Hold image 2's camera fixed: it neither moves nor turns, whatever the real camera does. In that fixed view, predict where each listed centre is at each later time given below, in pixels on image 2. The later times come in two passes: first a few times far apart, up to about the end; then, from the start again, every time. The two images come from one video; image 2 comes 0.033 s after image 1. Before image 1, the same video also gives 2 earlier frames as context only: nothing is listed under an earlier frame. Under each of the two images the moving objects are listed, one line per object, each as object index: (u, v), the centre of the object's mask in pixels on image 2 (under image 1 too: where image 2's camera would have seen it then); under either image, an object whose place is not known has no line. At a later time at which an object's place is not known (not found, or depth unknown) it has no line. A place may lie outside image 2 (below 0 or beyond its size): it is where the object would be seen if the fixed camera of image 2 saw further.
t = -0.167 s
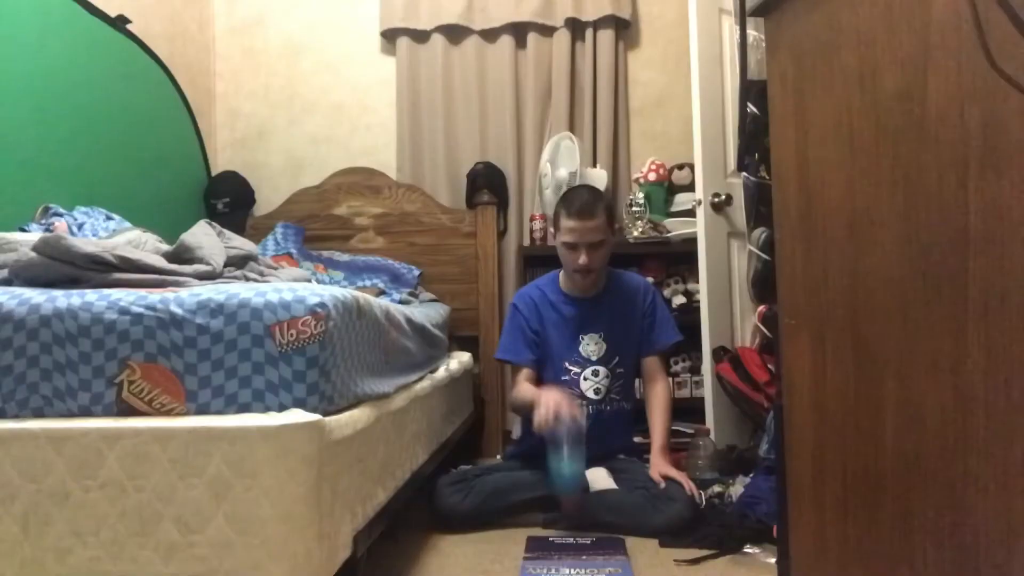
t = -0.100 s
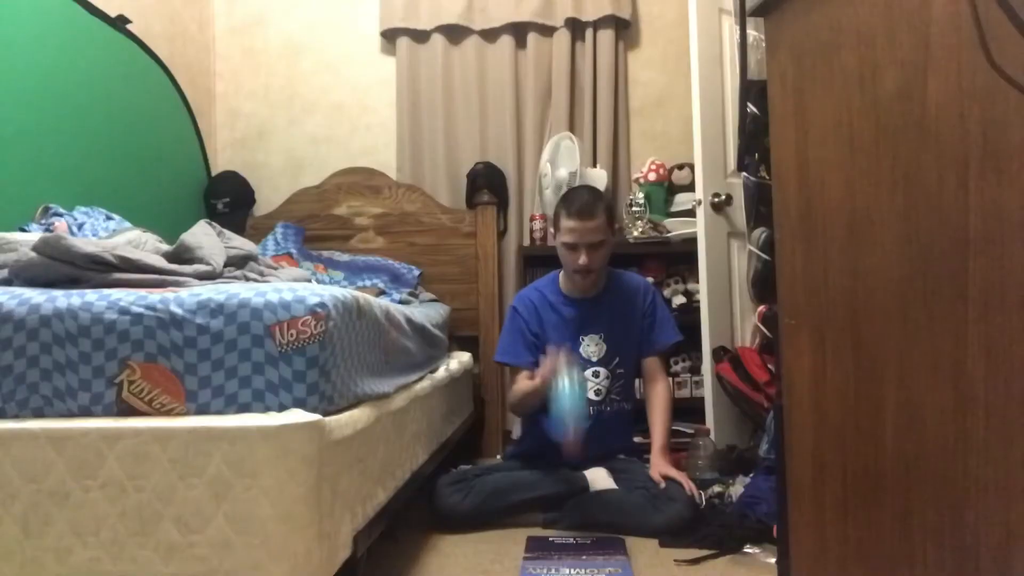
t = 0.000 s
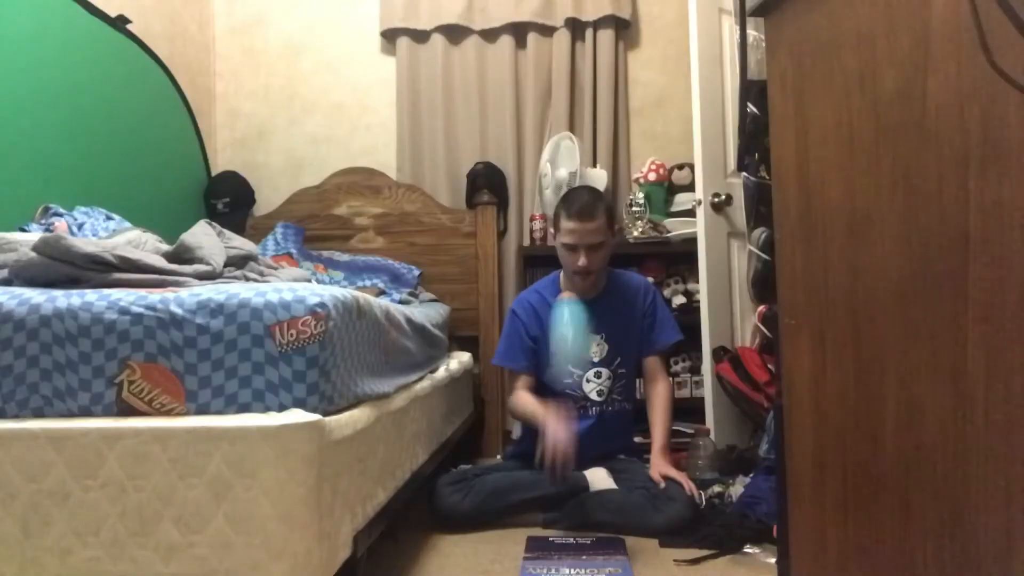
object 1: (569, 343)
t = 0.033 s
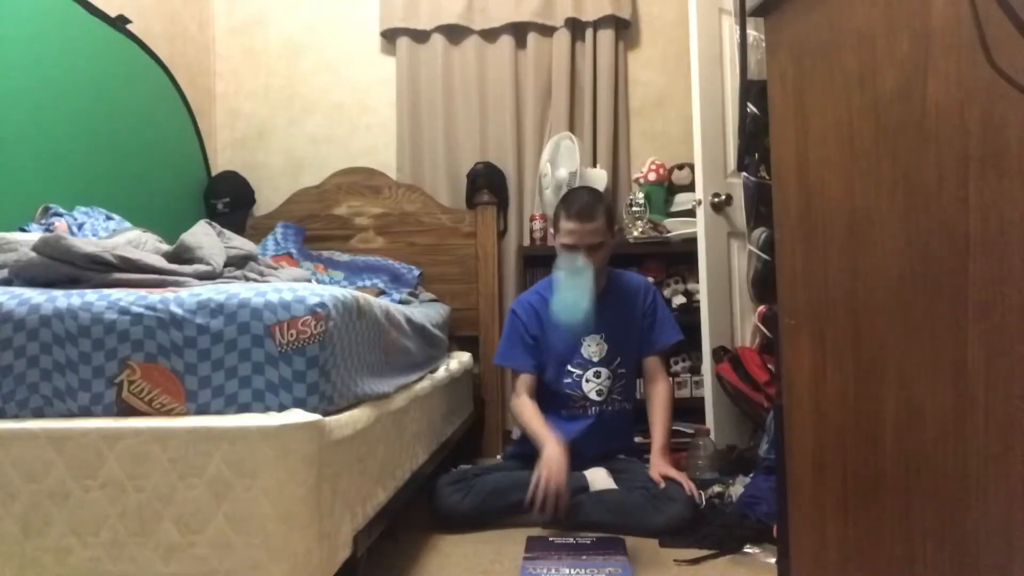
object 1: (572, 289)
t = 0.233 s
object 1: (569, 320)
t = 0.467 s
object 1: (581, 503)
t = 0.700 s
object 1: (596, 546)
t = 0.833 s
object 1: (597, 546)
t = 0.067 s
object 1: (570, 278)
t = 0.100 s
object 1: (568, 277)
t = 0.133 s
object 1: (567, 276)
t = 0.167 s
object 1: (567, 285)
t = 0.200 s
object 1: (568, 307)
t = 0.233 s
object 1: (569, 320)
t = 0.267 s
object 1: (570, 340)
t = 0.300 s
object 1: (572, 363)
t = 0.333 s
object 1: (574, 390)
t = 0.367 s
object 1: (576, 418)
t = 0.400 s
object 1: (580, 441)
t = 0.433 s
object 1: (578, 484)
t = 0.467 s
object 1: (581, 503)
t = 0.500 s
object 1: (585, 515)
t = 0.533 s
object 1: (590, 530)
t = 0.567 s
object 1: (590, 543)
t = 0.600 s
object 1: (593, 545)
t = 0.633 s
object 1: (595, 546)
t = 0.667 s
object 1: (596, 546)
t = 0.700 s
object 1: (596, 546)
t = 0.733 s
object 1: (597, 547)
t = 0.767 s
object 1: (596, 547)
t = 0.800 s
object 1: (596, 546)
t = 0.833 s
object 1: (597, 546)
